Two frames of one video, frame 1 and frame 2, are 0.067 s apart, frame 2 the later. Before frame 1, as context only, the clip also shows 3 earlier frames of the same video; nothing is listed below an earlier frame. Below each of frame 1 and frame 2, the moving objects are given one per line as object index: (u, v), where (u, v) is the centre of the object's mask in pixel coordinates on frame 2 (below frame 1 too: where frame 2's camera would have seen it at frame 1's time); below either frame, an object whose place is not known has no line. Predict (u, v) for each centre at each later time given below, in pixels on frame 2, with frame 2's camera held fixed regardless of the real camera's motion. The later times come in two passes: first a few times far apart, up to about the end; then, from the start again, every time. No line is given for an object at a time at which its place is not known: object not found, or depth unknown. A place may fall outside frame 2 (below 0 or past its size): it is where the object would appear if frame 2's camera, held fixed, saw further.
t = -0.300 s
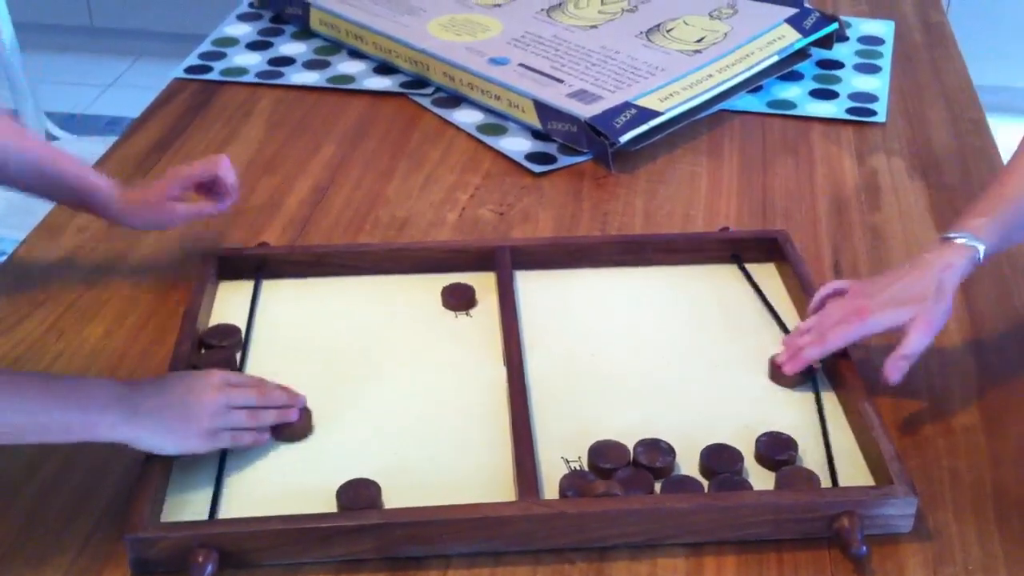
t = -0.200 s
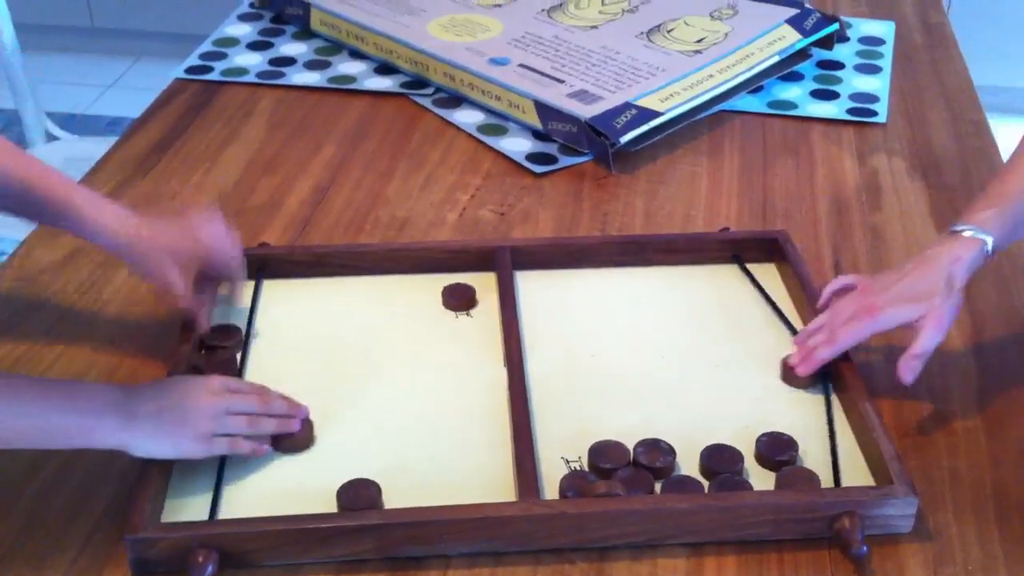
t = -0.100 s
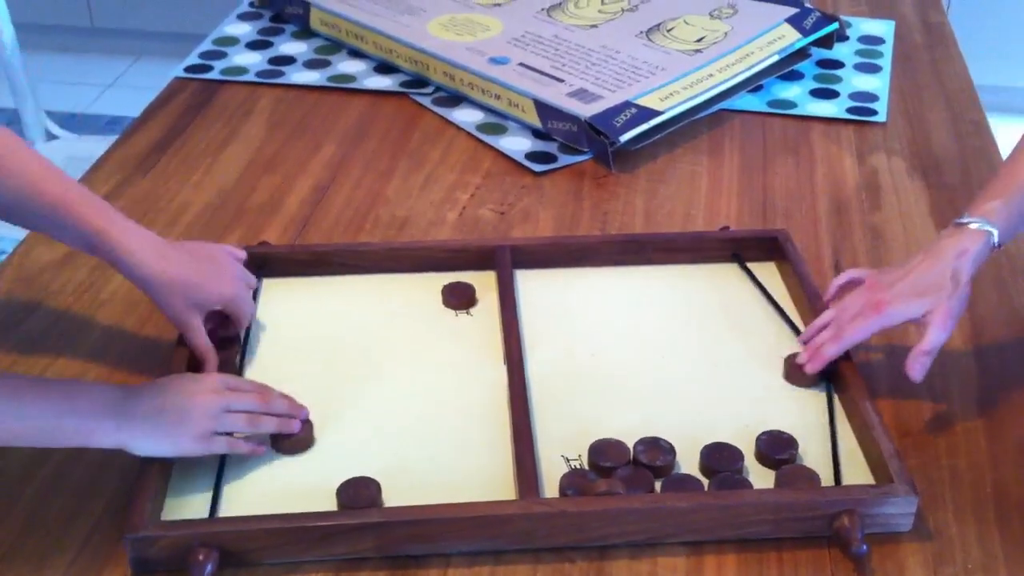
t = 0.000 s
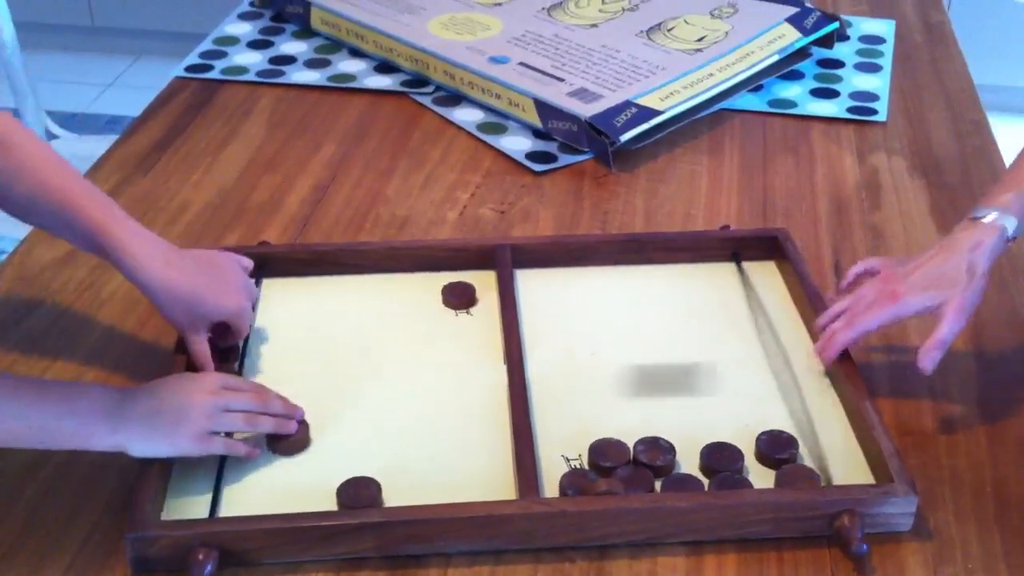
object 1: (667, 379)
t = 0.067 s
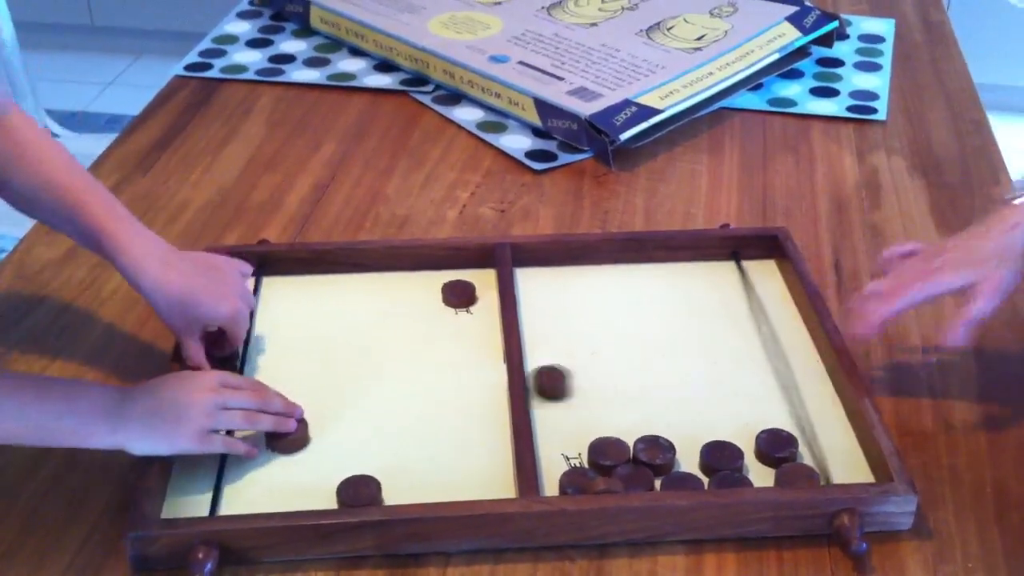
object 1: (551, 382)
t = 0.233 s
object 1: (601, 372)
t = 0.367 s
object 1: (605, 371)
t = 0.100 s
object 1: (564, 380)
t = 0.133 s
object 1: (578, 376)
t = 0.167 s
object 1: (588, 374)
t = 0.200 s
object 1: (595, 373)
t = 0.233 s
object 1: (601, 372)
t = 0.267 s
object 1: (603, 371)
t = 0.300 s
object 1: (604, 371)
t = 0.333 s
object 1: (605, 371)
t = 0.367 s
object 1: (605, 371)
